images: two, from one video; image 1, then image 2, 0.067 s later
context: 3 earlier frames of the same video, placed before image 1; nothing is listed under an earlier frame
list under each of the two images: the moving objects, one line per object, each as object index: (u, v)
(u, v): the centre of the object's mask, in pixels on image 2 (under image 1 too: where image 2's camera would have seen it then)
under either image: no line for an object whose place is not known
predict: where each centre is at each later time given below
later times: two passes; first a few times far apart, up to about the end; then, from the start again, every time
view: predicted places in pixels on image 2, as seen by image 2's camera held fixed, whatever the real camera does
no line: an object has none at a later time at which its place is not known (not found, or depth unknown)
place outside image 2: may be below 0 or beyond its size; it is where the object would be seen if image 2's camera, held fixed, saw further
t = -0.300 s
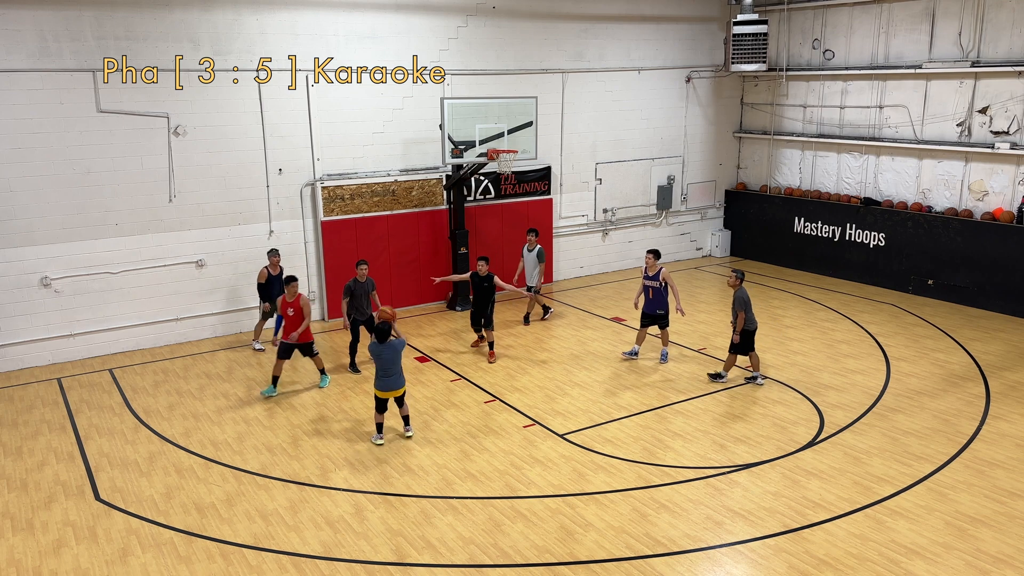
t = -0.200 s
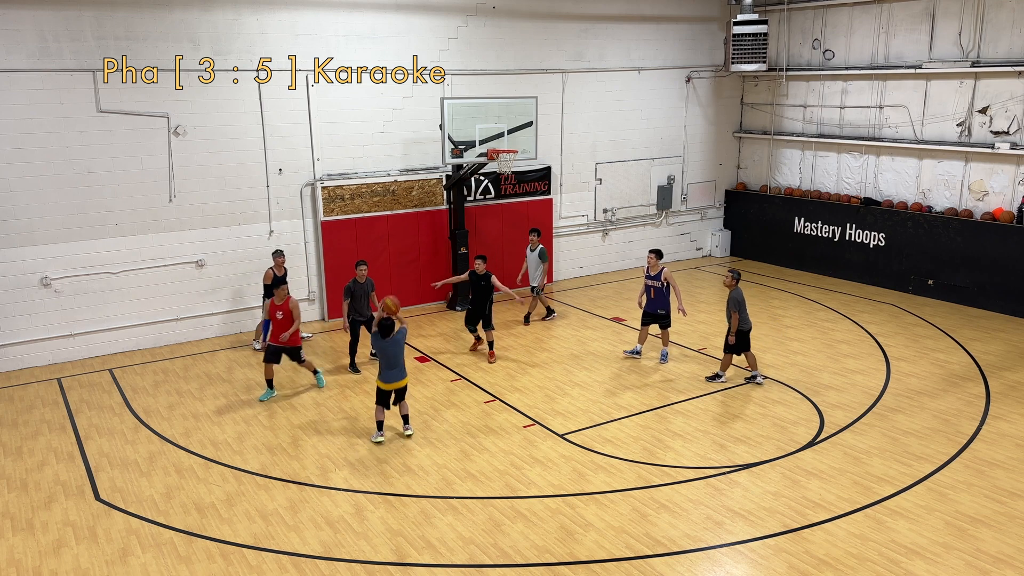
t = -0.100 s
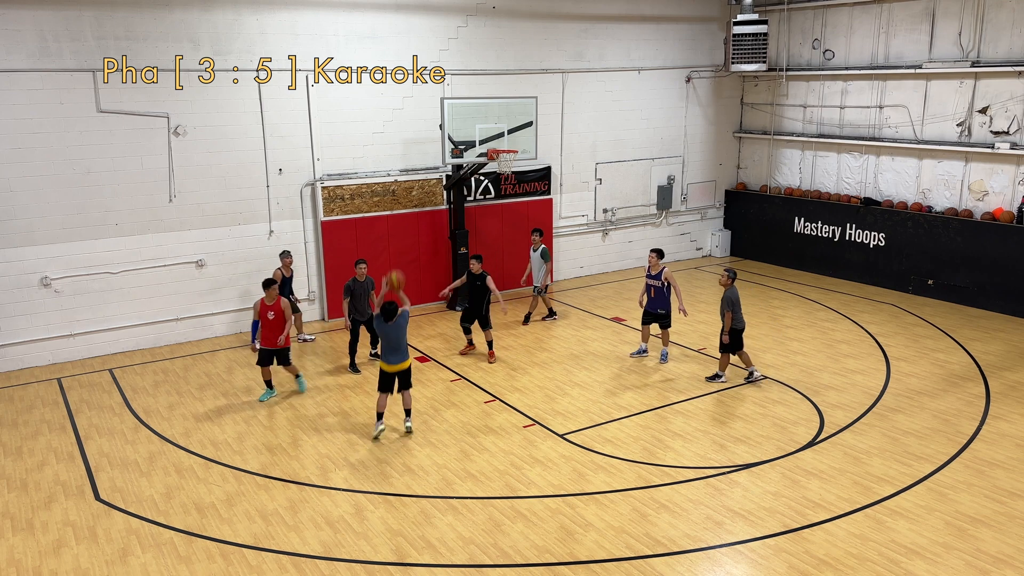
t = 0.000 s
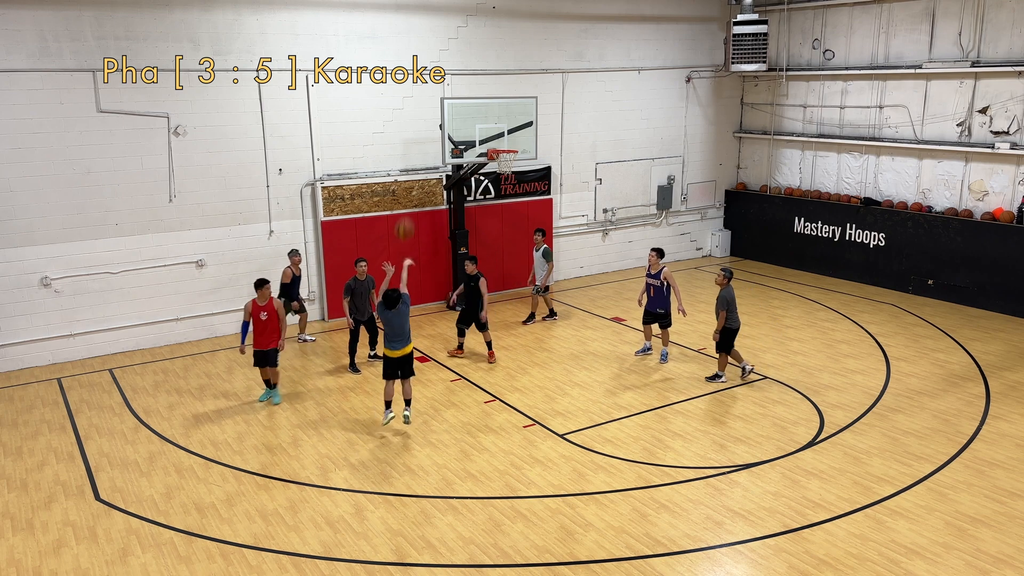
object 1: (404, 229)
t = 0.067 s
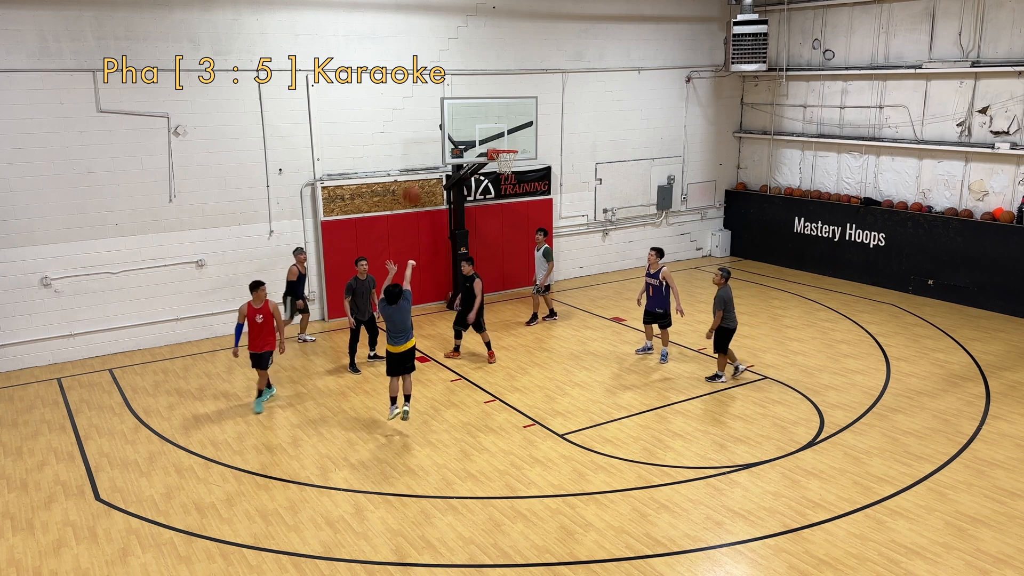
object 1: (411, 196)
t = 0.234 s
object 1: (430, 131)
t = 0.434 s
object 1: (451, 88)
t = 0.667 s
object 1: (473, 80)
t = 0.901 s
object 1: (493, 108)
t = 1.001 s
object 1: (501, 129)
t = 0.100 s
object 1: (416, 180)
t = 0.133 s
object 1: (419, 165)
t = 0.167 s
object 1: (423, 153)
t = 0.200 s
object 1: (426, 142)
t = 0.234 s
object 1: (430, 131)
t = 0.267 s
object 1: (433, 121)
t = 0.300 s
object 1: (437, 113)
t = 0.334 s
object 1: (440, 105)
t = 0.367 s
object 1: (444, 99)
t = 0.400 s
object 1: (447, 93)
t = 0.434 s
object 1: (451, 88)
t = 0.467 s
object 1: (454, 85)
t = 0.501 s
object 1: (457, 82)
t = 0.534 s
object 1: (461, 80)
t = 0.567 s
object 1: (464, 78)
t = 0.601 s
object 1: (467, 78)
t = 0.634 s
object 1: (470, 78)
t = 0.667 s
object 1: (473, 80)
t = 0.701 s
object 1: (476, 82)
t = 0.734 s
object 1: (479, 84)
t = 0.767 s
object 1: (482, 87)
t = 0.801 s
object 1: (485, 92)
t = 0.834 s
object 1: (488, 96)
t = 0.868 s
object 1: (491, 102)
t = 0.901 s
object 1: (493, 108)
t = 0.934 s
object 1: (496, 114)
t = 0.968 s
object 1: (499, 121)
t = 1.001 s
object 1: (501, 129)
